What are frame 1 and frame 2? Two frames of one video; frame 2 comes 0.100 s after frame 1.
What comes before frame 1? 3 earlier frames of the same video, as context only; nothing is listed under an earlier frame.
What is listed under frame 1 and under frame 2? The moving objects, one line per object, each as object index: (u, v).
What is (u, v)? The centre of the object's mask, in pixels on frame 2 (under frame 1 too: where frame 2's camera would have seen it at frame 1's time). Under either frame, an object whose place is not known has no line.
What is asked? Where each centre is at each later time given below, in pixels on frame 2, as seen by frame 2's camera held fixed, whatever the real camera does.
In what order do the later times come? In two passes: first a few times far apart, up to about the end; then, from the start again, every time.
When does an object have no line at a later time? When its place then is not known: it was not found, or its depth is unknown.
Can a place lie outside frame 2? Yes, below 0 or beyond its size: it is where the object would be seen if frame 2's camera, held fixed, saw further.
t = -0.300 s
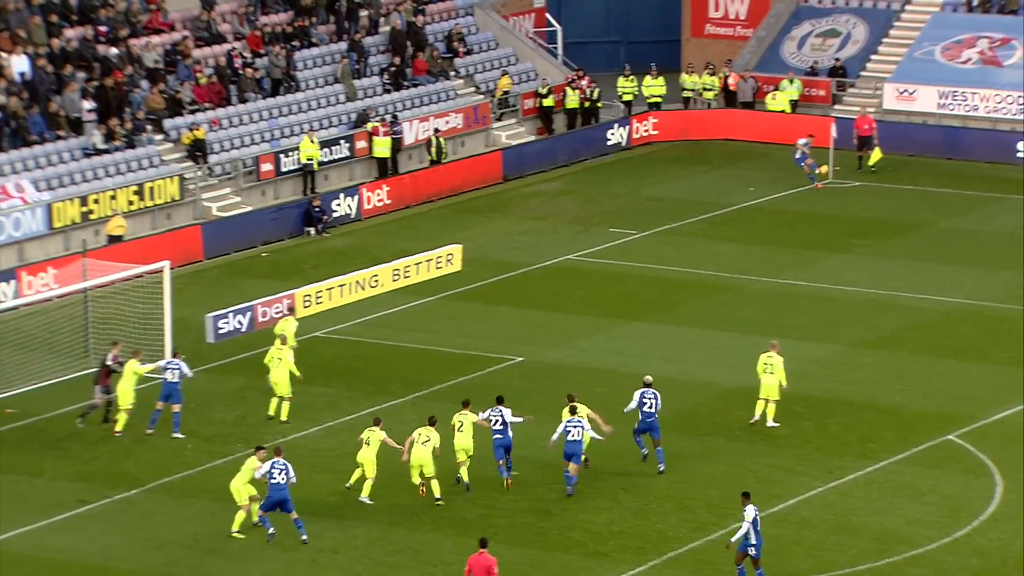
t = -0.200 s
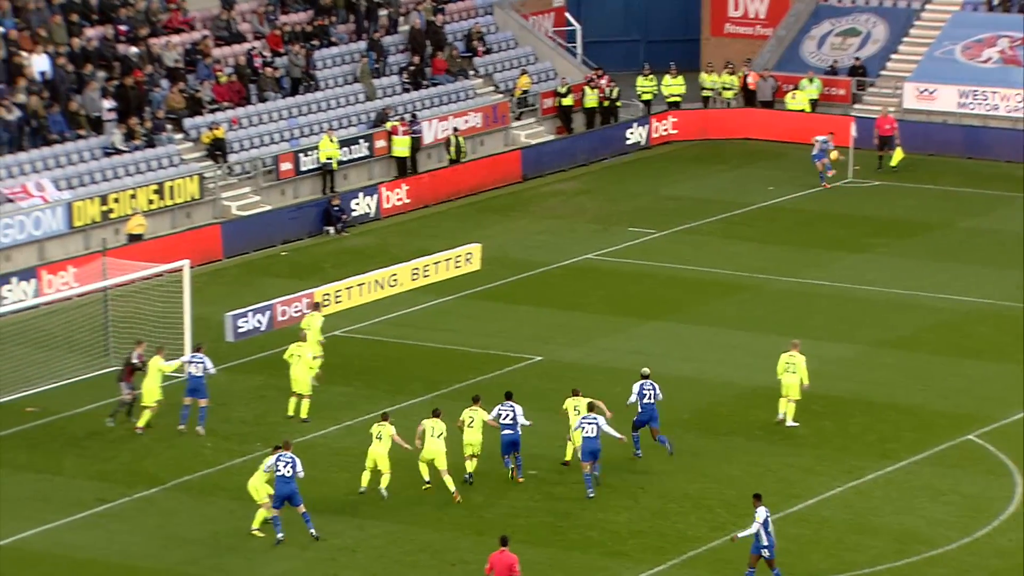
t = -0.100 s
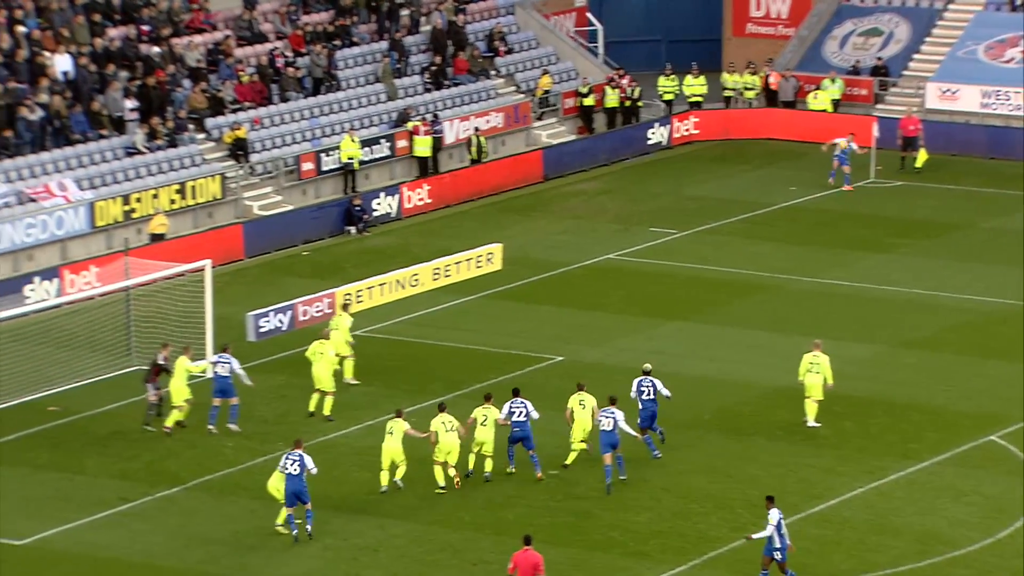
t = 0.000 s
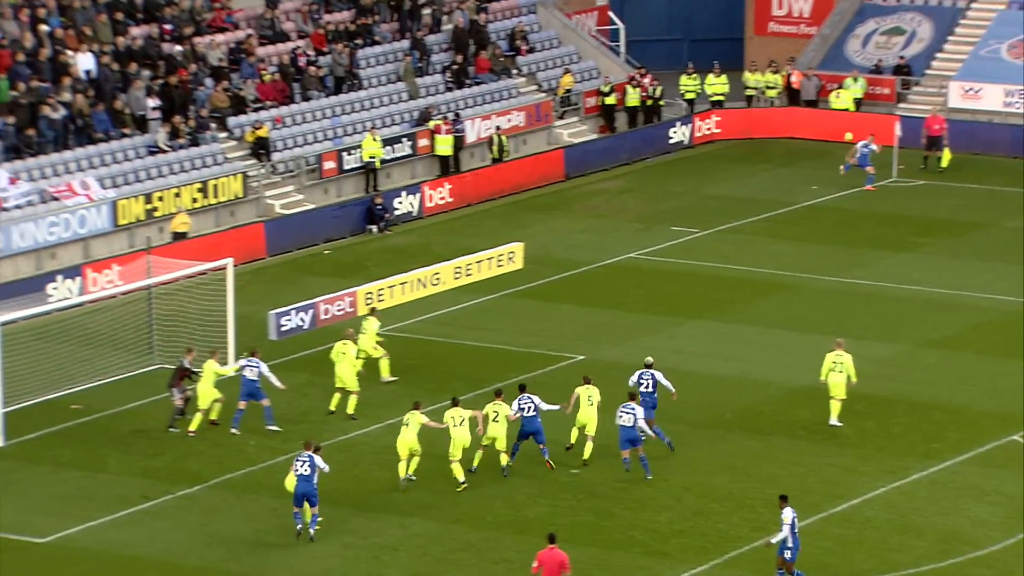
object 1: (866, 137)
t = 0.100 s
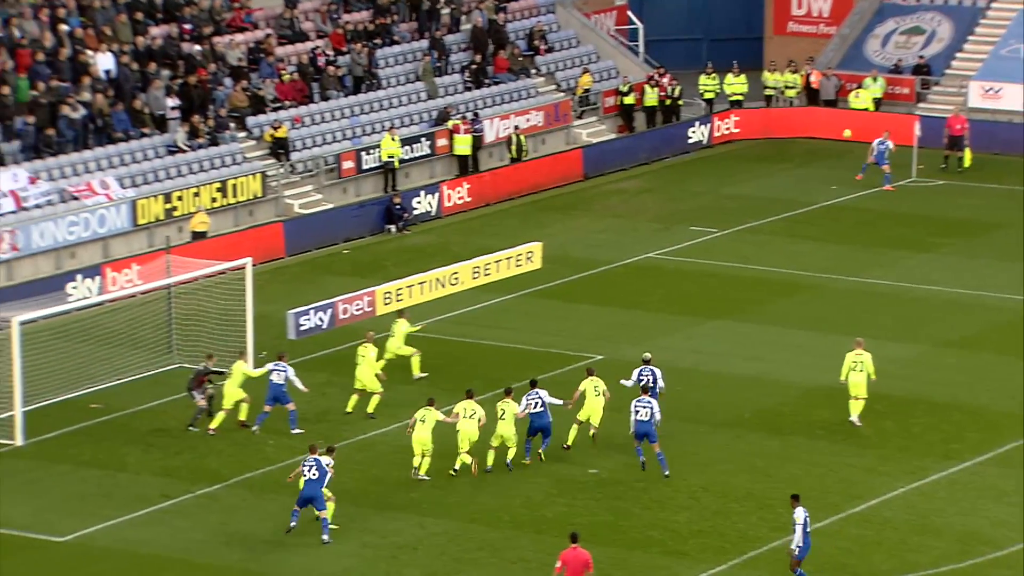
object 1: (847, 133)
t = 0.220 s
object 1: (819, 134)
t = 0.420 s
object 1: (762, 150)
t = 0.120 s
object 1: (843, 133)
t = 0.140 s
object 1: (838, 133)
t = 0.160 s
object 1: (833, 133)
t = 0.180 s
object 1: (828, 133)
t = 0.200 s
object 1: (823, 134)
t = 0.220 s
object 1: (819, 134)
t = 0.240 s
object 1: (813, 135)
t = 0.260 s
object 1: (808, 136)
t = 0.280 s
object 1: (803, 137)
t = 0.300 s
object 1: (797, 139)
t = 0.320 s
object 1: (792, 140)
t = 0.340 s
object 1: (786, 142)
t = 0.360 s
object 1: (780, 143)
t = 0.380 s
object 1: (774, 146)
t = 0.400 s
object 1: (768, 148)
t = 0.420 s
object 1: (762, 150)
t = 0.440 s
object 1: (755, 152)
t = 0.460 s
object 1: (749, 155)
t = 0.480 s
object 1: (741, 157)
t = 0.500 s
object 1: (736, 161)
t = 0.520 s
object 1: (729, 165)
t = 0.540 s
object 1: (722, 168)
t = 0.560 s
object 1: (715, 172)
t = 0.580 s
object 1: (708, 176)
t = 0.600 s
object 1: (701, 181)
